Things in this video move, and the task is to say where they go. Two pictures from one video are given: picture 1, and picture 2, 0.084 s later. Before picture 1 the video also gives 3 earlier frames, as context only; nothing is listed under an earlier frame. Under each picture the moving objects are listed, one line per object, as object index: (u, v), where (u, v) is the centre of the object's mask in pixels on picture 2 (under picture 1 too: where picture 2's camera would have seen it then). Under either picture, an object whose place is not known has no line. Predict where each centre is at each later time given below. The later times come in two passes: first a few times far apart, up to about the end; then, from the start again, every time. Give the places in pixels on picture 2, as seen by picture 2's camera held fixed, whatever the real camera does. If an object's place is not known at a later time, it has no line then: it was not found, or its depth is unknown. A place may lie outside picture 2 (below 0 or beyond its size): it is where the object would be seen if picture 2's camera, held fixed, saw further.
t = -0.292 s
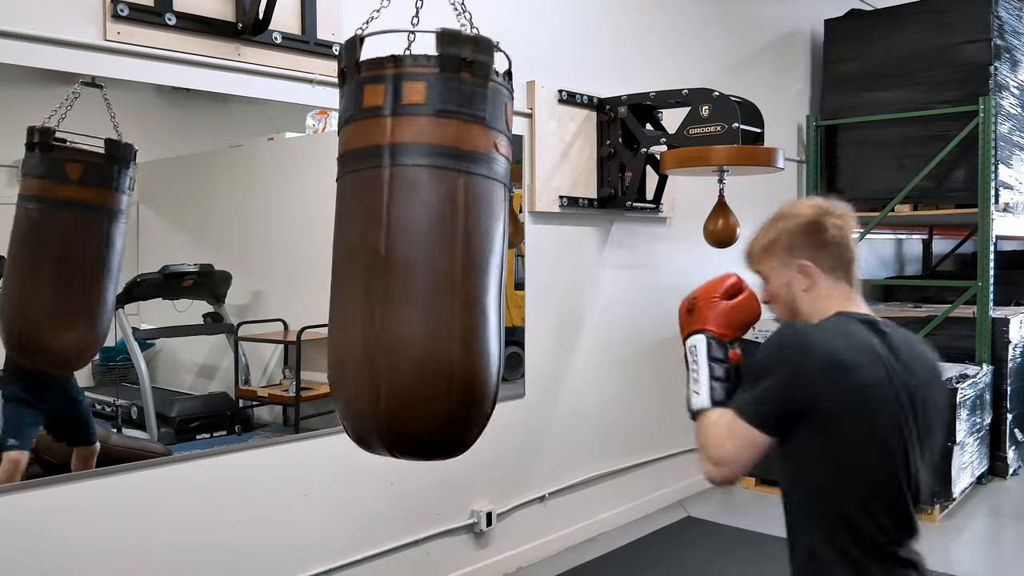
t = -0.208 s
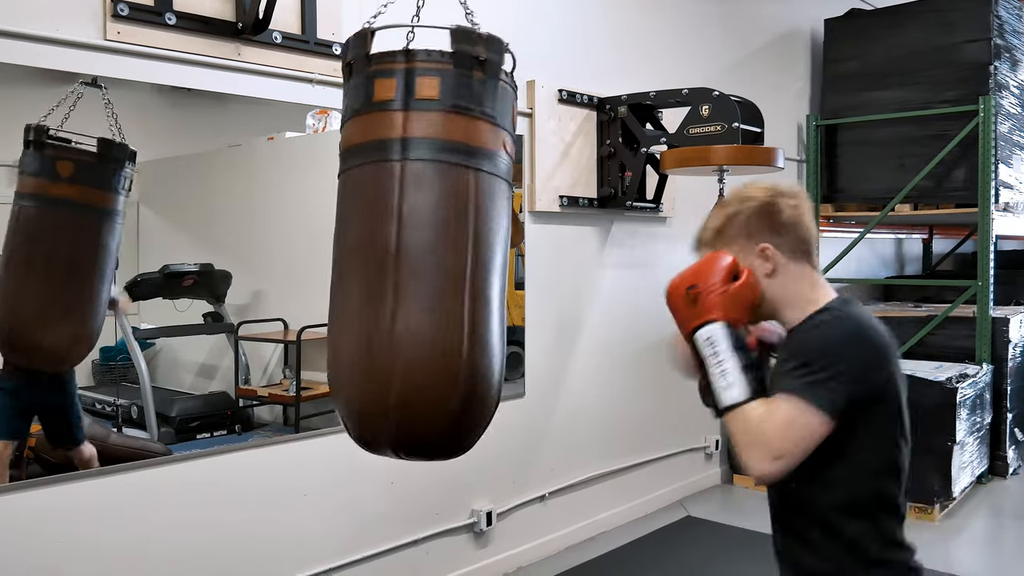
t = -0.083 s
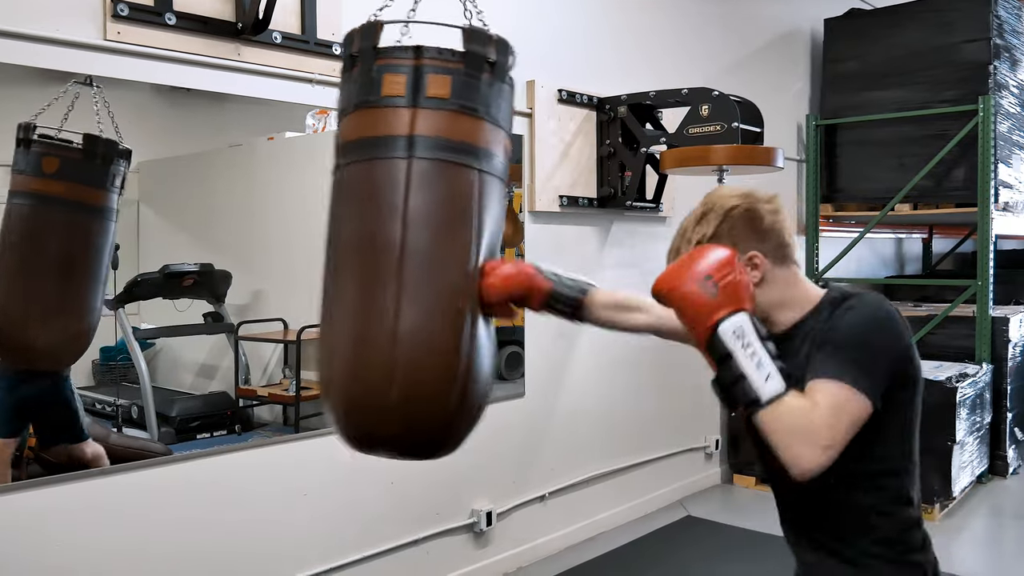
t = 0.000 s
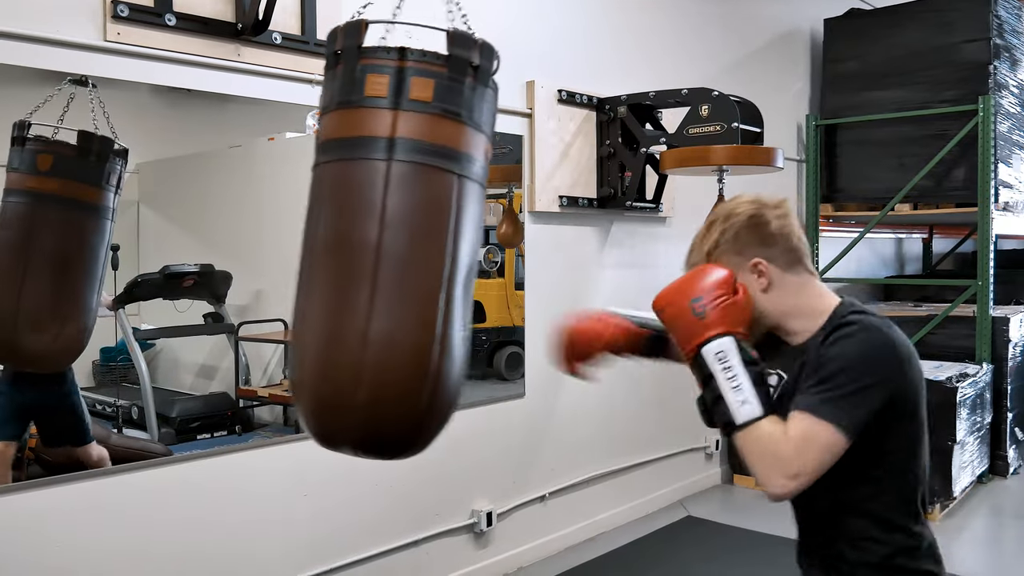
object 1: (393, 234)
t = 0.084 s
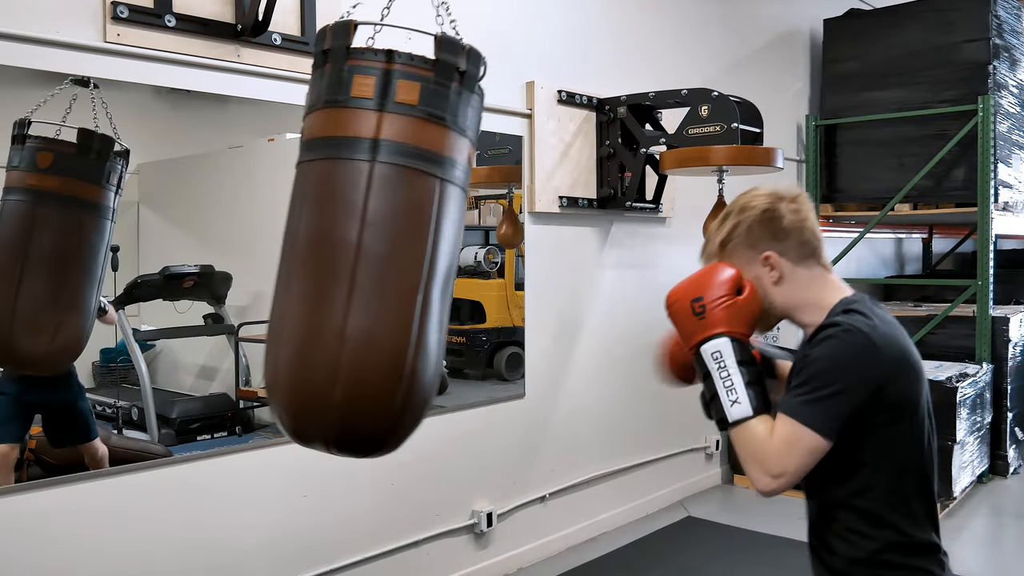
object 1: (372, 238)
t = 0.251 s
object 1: (350, 231)
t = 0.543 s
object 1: (362, 228)
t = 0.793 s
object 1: (410, 231)
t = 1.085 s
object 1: (479, 212)
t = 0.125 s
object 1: (365, 233)
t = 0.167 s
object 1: (358, 236)
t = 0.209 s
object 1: (353, 234)
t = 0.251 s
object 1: (350, 231)
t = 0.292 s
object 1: (347, 233)
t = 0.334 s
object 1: (345, 234)
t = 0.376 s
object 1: (346, 233)
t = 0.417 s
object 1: (348, 229)
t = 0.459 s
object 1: (350, 233)
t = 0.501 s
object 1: (356, 228)
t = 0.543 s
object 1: (362, 228)
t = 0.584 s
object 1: (368, 229)
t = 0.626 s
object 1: (375, 229)
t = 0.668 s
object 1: (383, 230)
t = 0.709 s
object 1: (391, 232)
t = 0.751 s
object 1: (400, 234)
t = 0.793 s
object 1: (410, 231)
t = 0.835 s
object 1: (421, 216)
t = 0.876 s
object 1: (431, 230)
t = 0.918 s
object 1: (441, 216)
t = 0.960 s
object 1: (451, 215)
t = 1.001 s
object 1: (460, 214)
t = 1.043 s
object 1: (470, 213)
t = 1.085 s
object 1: (479, 212)
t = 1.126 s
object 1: (488, 211)
